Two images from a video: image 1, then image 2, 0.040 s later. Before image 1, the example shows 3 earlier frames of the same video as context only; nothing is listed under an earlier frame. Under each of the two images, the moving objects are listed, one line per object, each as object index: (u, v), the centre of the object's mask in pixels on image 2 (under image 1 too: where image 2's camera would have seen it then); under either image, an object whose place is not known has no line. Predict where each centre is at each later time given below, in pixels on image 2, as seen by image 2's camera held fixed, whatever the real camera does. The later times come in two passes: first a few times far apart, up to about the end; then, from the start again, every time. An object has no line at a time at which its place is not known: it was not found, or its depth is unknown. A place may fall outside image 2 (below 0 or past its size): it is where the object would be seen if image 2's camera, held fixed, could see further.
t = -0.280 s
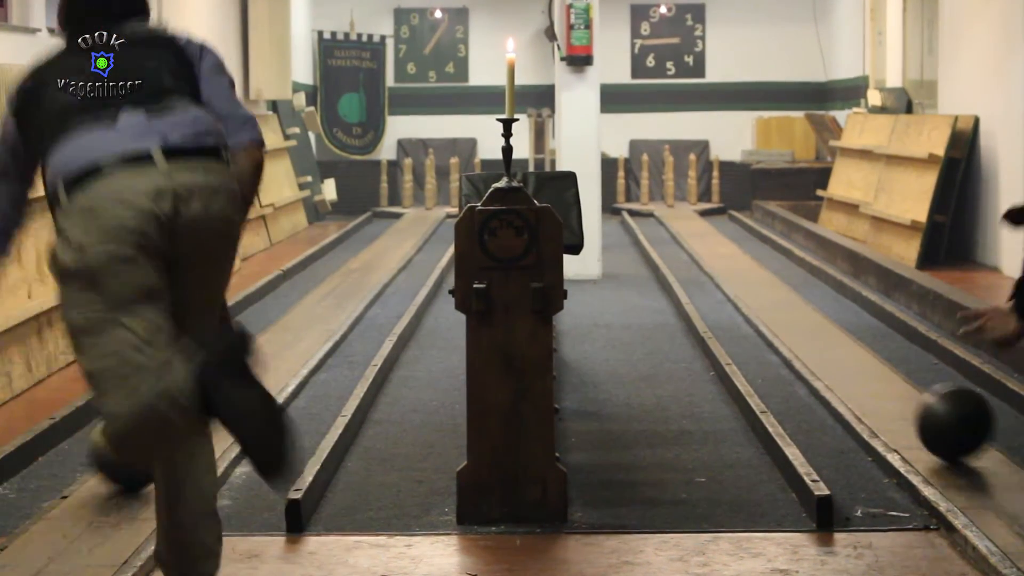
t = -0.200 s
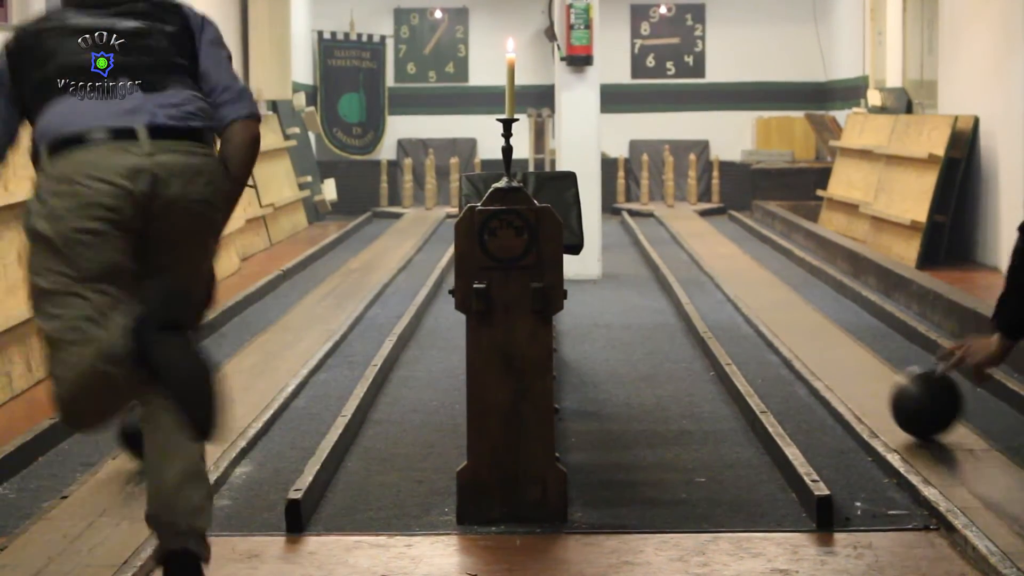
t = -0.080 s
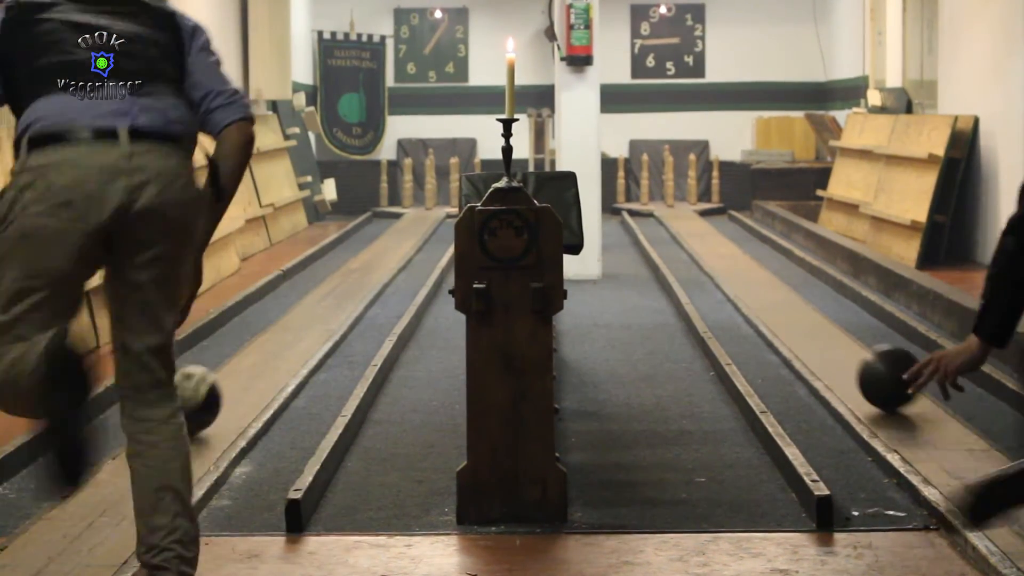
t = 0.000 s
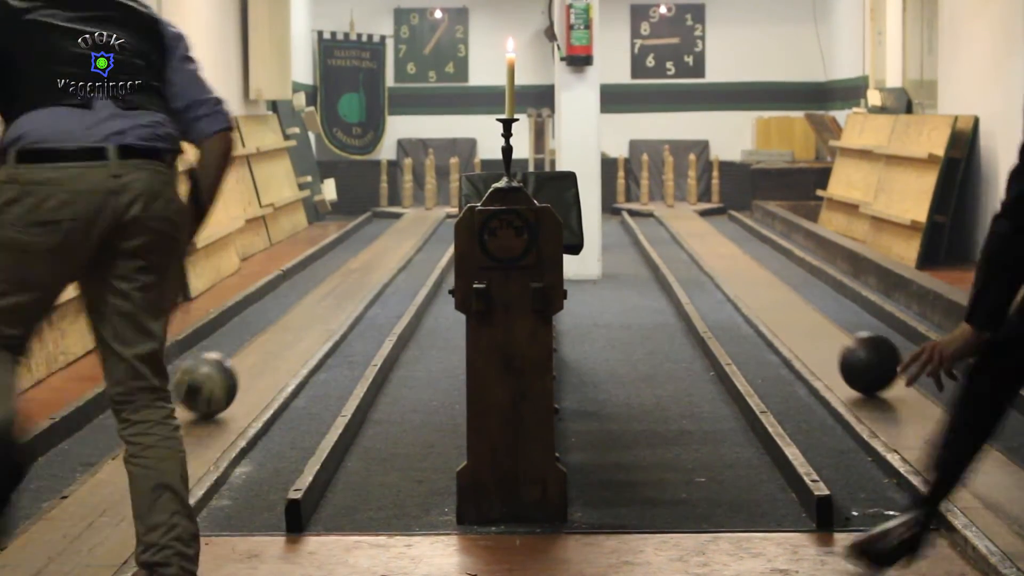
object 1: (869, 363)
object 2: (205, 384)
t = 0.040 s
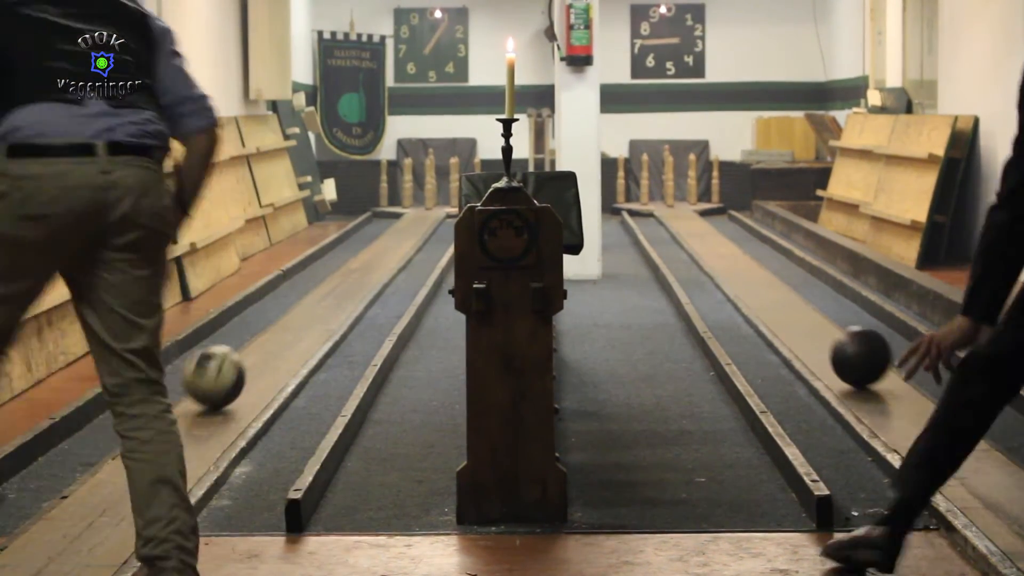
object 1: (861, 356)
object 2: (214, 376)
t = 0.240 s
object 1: (821, 328)
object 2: (249, 346)
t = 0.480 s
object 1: (785, 303)
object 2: (280, 318)
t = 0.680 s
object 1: (761, 288)
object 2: (301, 301)
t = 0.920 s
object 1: (739, 272)
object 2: (321, 283)
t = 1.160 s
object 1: (720, 260)
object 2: (338, 268)
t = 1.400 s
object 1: (698, 251)
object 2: (353, 256)
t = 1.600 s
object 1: (673, 249)
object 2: (363, 247)
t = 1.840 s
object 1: (673, 239)
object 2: (375, 238)
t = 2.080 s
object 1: (664, 232)
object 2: (386, 229)
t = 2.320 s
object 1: (653, 225)
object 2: (395, 222)
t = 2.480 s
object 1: (653, 222)
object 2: (401, 218)
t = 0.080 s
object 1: (852, 350)
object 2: (222, 369)
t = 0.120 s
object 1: (843, 344)
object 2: (229, 363)
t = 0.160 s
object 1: (835, 339)
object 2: (236, 358)
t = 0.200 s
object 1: (828, 333)
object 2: (242, 351)
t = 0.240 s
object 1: (821, 328)
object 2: (249, 346)
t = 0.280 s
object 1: (814, 324)
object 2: (255, 340)
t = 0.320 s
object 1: (808, 319)
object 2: (260, 335)
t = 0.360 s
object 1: (802, 315)
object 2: (266, 330)
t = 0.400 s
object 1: (796, 311)
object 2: (270, 326)
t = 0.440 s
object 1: (790, 307)
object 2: (275, 322)
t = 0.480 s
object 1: (785, 303)
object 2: (280, 318)
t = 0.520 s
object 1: (780, 300)
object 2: (284, 314)
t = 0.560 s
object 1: (775, 296)
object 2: (289, 311)
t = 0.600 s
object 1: (770, 293)
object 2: (293, 308)
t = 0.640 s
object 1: (765, 291)
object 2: (297, 304)
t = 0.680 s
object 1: (761, 288)
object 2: (301, 301)
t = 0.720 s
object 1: (757, 285)
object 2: (304, 298)
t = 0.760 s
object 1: (753, 282)
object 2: (308, 295)
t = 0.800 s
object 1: (749, 280)
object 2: (311, 291)
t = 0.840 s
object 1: (746, 277)
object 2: (314, 288)
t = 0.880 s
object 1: (742, 275)
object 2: (318, 285)
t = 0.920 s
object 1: (739, 272)
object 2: (321, 283)
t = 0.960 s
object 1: (736, 270)
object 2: (324, 280)
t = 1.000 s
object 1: (732, 268)
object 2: (326, 278)
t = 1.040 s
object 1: (729, 266)
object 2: (330, 275)
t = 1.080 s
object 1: (726, 263)
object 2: (332, 273)
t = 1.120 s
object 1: (723, 262)
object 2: (335, 270)
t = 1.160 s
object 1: (720, 260)
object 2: (338, 268)
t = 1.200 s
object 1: (717, 258)
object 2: (341, 266)
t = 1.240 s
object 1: (713, 255)
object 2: (343, 264)
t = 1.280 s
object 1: (710, 254)
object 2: (345, 262)
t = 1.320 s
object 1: (706, 253)
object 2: (348, 260)
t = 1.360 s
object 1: (702, 252)
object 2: (350, 258)
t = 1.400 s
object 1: (698, 251)
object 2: (353, 256)
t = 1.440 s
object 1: (694, 250)
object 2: (355, 254)
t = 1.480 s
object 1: (688, 252)
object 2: (357, 252)
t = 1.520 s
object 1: (683, 251)
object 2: (359, 251)
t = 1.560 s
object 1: (678, 250)
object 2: (361, 249)
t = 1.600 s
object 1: (673, 249)
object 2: (363, 247)
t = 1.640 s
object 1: (670, 246)
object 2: (365, 245)
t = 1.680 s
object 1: (672, 245)
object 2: (368, 244)
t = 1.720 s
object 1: (673, 244)
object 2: (370, 242)
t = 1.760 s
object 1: (673, 242)
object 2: (371, 240)
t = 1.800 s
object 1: (674, 241)
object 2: (373, 239)
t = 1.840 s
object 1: (673, 239)
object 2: (375, 238)
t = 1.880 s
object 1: (673, 238)
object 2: (377, 236)
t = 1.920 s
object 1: (673, 236)
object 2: (378, 235)
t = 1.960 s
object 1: (671, 236)
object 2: (381, 233)
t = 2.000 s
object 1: (669, 234)
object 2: (382, 232)
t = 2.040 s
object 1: (666, 233)
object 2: (384, 231)
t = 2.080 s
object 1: (664, 232)
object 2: (386, 229)
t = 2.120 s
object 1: (662, 230)
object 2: (387, 228)
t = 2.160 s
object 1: (659, 230)
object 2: (389, 227)
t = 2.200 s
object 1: (657, 227)
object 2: (391, 226)
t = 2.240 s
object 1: (655, 227)
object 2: (392, 225)
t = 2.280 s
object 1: (653, 226)
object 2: (394, 223)
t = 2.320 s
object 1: (653, 225)
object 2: (395, 222)
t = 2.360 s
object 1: (653, 225)
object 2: (397, 221)
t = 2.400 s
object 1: (653, 224)
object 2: (398, 220)
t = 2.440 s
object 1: (653, 223)
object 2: (400, 219)
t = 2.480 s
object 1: (653, 222)
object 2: (401, 218)
